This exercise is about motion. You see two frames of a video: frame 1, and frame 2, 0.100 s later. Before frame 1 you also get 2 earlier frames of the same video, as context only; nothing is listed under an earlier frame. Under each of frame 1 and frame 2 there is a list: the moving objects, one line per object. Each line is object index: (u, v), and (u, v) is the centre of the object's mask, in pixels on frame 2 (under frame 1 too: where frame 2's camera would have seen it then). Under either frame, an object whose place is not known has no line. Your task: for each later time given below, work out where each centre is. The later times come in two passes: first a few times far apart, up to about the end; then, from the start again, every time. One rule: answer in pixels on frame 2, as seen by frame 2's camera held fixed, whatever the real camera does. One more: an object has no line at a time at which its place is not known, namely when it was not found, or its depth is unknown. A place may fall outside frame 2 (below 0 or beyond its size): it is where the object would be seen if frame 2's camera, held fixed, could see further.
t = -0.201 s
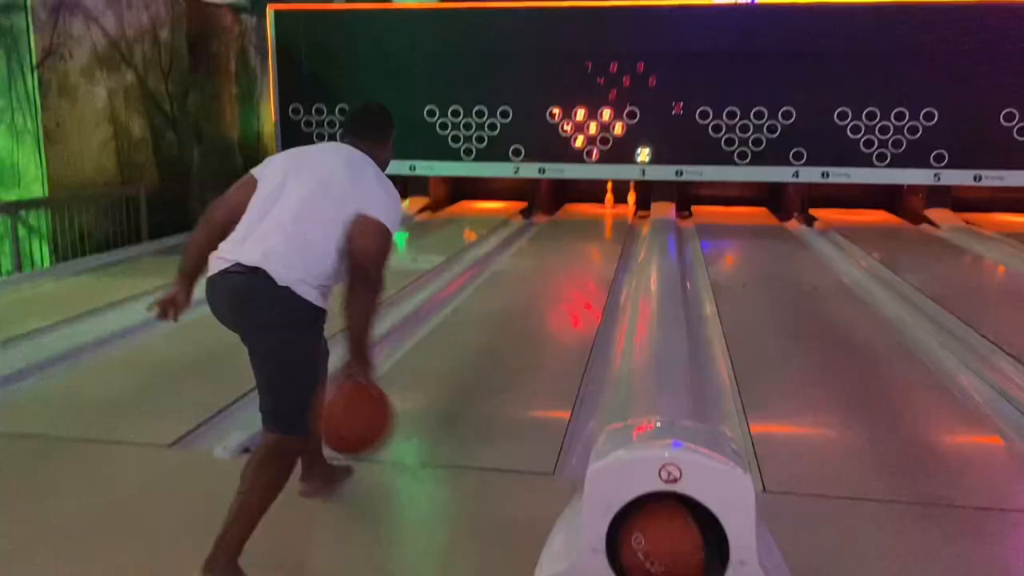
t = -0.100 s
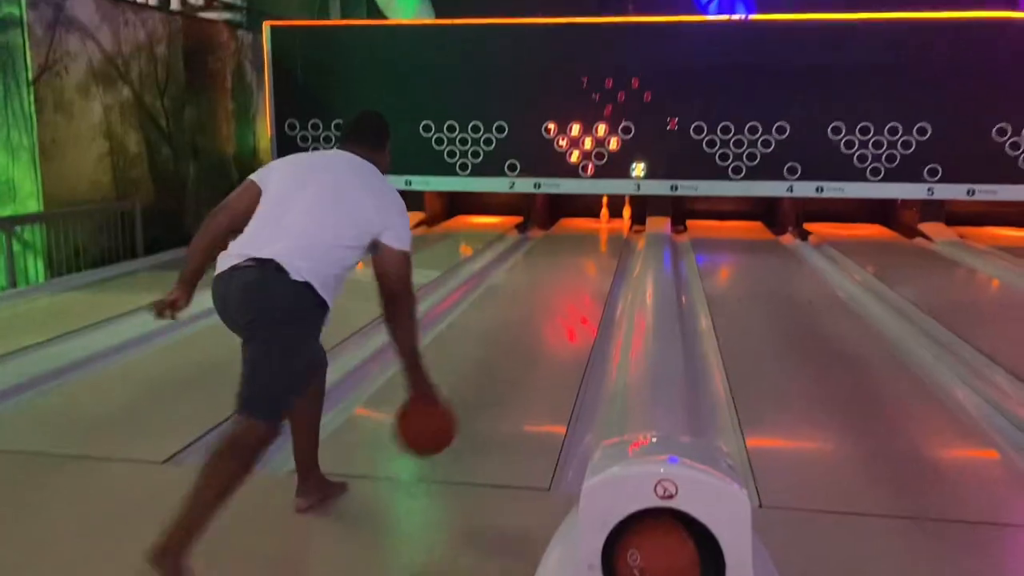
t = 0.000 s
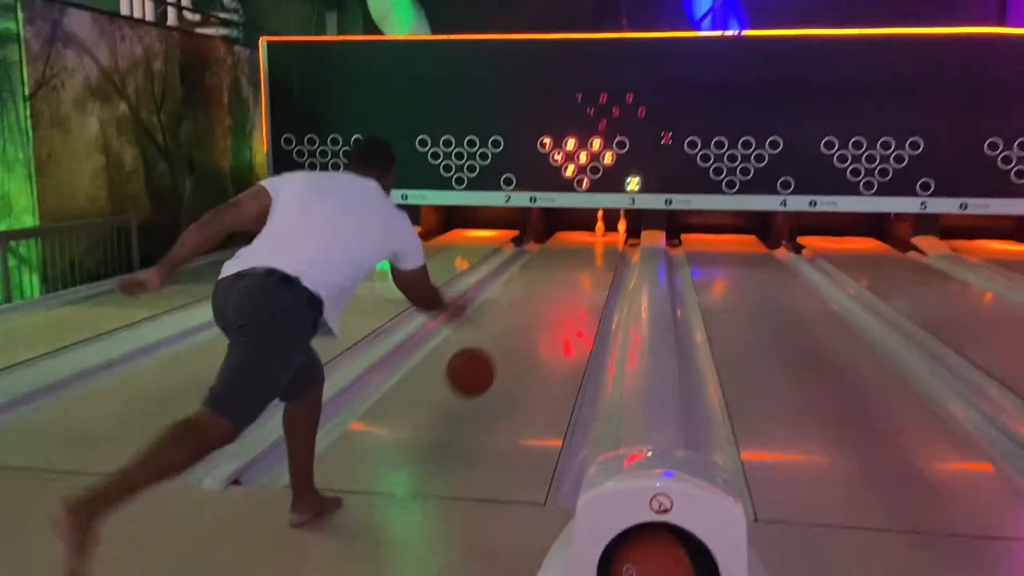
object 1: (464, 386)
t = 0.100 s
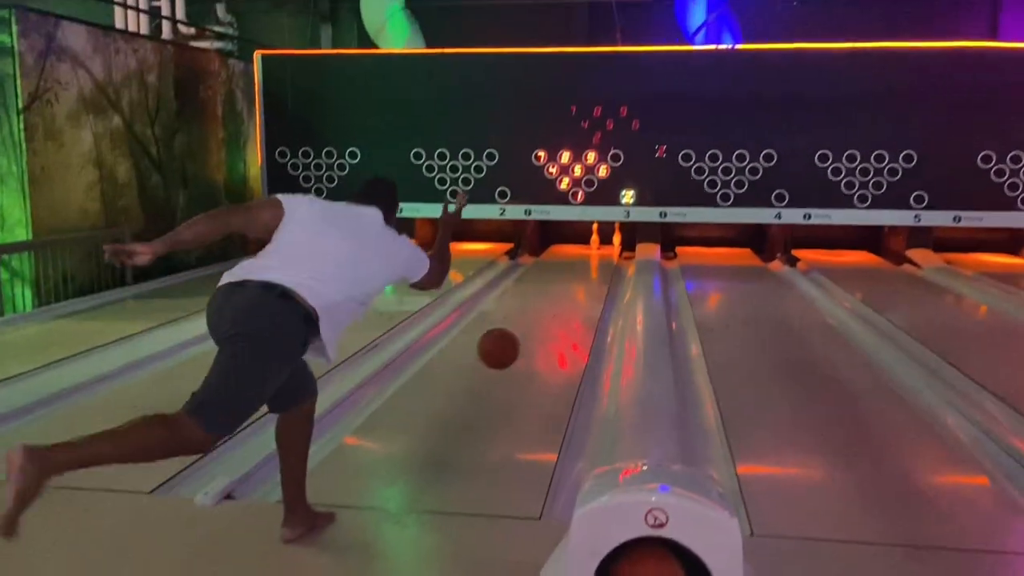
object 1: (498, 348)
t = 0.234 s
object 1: (529, 337)
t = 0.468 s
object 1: (561, 308)
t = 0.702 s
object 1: (580, 281)
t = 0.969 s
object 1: (592, 261)
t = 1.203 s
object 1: (600, 250)
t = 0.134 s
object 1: (507, 342)
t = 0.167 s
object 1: (515, 338)
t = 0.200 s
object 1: (522, 337)
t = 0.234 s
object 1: (529, 337)
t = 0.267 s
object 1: (534, 340)
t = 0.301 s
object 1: (540, 339)
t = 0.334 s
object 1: (545, 330)
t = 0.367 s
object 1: (549, 323)
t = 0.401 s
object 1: (553, 319)
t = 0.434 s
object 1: (557, 313)
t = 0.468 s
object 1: (561, 308)
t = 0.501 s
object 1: (564, 304)
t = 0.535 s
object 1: (567, 299)
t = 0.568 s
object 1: (570, 295)
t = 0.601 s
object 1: (572, 291)
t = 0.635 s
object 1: (575, 287)
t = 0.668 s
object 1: (577, 284)
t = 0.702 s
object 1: (580, 281)
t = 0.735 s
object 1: (581, 278)
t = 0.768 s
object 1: (583, 276)
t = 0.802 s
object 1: (585, 273)
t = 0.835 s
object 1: (586, 270)
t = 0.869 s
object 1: (588, 268)
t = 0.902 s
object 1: (589, 266)
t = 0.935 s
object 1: (591, 264)
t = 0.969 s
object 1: (592, 261)
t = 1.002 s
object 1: (594, 260)
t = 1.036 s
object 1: (595, 258)
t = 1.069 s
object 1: (596, 256)
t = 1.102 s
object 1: (597, 255)
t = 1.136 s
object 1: (598, 253)
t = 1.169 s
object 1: (599, 252)
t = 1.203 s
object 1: (600, 250)
